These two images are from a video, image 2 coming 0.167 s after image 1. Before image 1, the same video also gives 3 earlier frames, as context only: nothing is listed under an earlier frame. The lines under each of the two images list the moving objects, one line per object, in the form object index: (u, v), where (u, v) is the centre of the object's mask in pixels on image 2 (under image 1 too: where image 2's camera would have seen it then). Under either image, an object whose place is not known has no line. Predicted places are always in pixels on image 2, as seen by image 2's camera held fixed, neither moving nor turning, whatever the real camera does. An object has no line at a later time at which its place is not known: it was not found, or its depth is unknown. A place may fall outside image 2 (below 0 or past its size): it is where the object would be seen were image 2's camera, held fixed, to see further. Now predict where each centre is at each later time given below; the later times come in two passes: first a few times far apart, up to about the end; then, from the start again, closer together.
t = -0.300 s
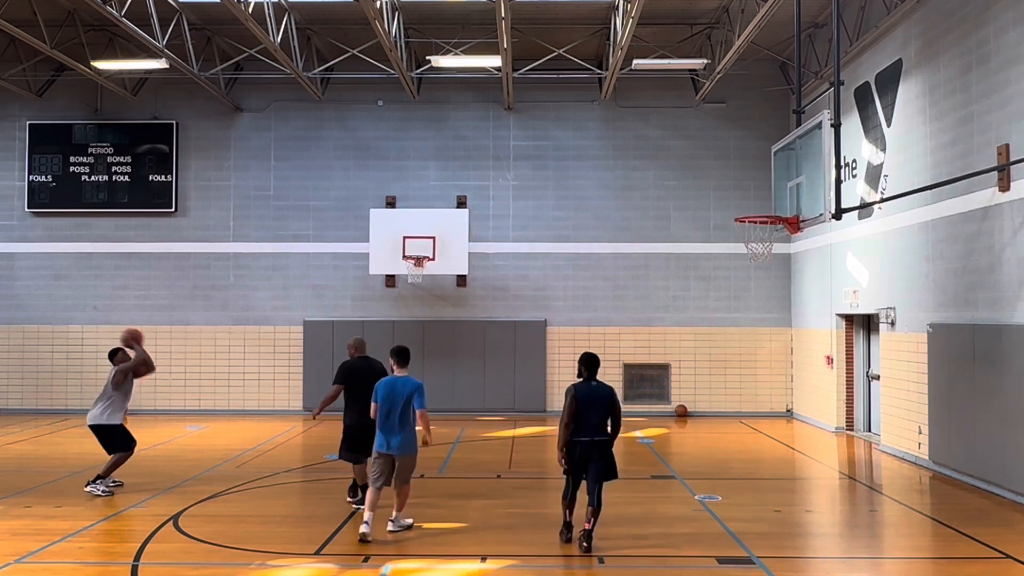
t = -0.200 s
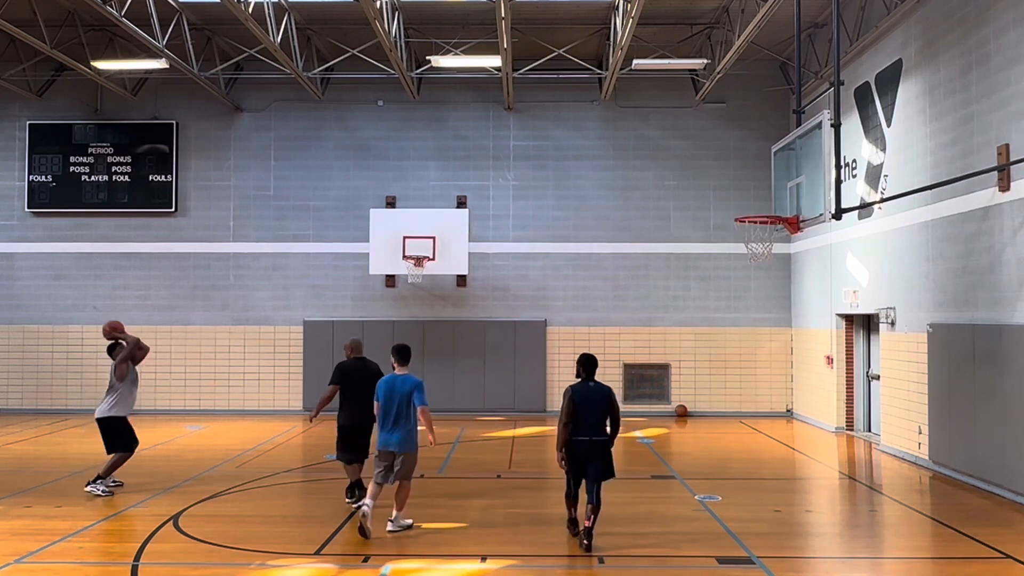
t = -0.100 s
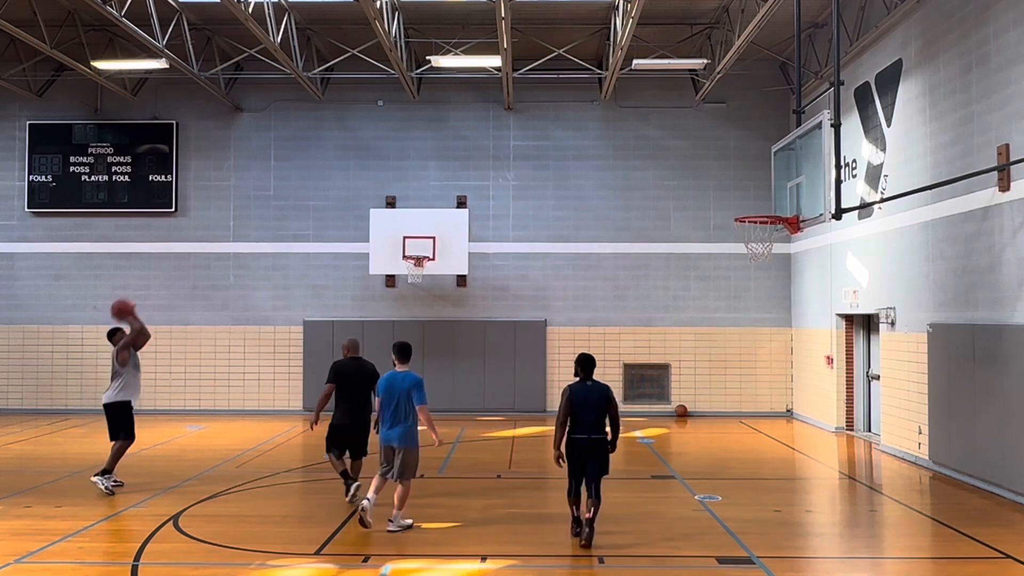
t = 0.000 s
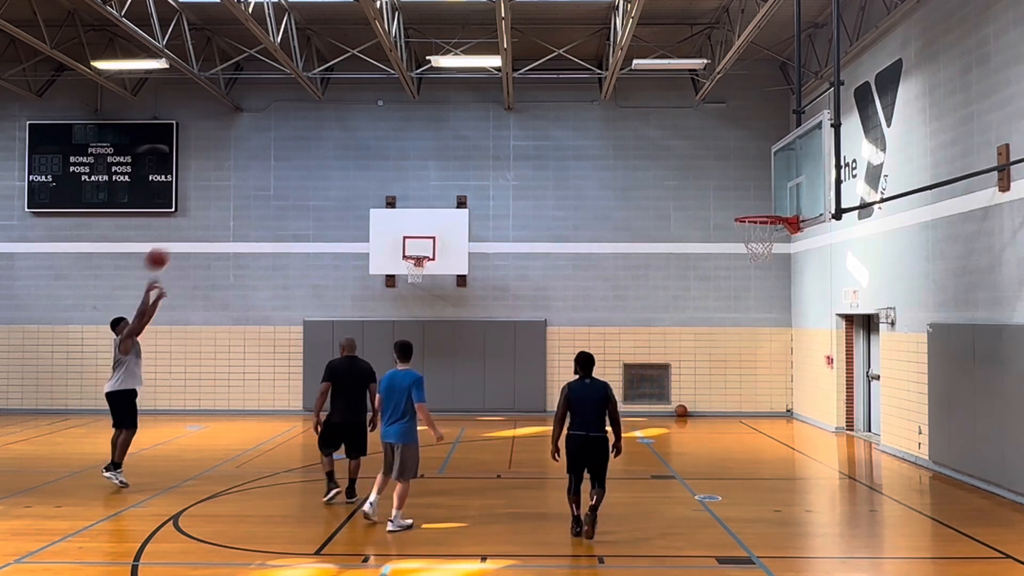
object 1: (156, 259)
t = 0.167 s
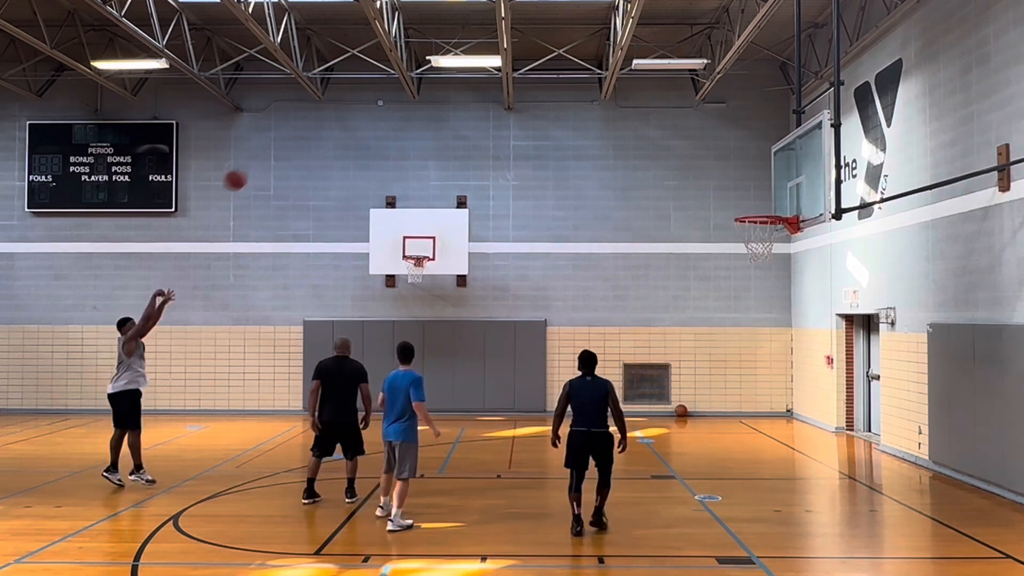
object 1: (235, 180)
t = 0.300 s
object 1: (299, 132)
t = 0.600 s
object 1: (444, 79)
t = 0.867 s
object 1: (577, 95)
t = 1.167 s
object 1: (731, 189)
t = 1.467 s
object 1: (775, 285)
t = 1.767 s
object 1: (771, 415)
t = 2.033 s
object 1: (747, 431)
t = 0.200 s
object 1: (251, 167)
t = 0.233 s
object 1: (267, 154)
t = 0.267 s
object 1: (283, 143)
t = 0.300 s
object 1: (299, 132)
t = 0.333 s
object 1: (316, 122)
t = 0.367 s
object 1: (332, 114)
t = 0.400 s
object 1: (347, 106)
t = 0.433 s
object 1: (363, 99)
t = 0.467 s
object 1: (380, 93)
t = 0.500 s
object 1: (395, 88)
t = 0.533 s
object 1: (412, 85)
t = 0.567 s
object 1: (427, 81)
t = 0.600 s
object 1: (444, 79)
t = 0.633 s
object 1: (461, 78)
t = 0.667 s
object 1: (478, 77)
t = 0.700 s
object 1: (494, 78)
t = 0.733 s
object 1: (510, 78)
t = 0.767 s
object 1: (527, 82)
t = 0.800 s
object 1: (543, 84)
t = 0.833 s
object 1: (560, 89)
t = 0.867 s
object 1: (577, 95)
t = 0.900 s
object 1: (594, 101)
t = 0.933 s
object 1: (610, 108)
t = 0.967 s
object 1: (628, 117)
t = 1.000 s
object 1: (645, 126)
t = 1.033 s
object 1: (661, 137)
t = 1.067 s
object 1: (679, 149)
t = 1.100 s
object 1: (696, 161)
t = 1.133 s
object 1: (714, 175)
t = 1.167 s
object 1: (731, 189)
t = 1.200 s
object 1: (749, 205)
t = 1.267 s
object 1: (776, 237)
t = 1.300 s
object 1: (777, 244)
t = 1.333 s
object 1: (776, 251)
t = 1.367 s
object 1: (776, 258)
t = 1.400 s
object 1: (776, 266)
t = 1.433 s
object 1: (775, 275)
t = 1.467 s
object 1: (775, 285)
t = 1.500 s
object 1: (774, 295)
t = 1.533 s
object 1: (773, 307)
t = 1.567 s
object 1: (773, 320)
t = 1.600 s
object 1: (772, 334)
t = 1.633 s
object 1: (772, 348)
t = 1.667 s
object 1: (772, 364)
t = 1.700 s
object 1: (772, 380)
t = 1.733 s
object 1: (771, 398)
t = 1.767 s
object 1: (771, 415)
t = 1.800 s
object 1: (771, 434)
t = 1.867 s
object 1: (771, 474)
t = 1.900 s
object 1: (770, 492)
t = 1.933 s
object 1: (765, 474)
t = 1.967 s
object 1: (758, 459)
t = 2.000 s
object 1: (753, 445)
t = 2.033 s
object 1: (747, 431)
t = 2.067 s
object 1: (742, 419)
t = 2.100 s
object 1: (737, 408)
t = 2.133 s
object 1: (731, 398)
